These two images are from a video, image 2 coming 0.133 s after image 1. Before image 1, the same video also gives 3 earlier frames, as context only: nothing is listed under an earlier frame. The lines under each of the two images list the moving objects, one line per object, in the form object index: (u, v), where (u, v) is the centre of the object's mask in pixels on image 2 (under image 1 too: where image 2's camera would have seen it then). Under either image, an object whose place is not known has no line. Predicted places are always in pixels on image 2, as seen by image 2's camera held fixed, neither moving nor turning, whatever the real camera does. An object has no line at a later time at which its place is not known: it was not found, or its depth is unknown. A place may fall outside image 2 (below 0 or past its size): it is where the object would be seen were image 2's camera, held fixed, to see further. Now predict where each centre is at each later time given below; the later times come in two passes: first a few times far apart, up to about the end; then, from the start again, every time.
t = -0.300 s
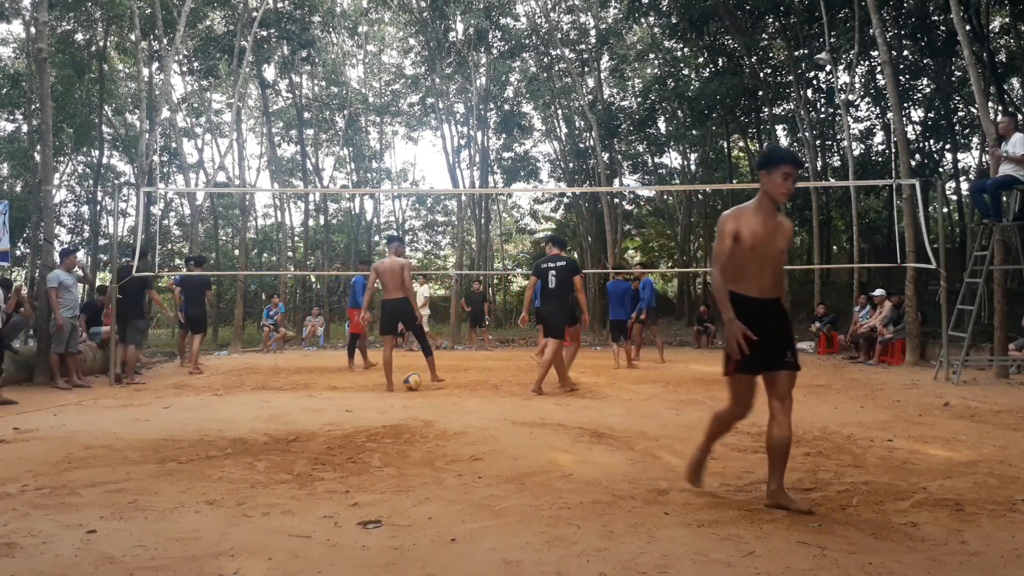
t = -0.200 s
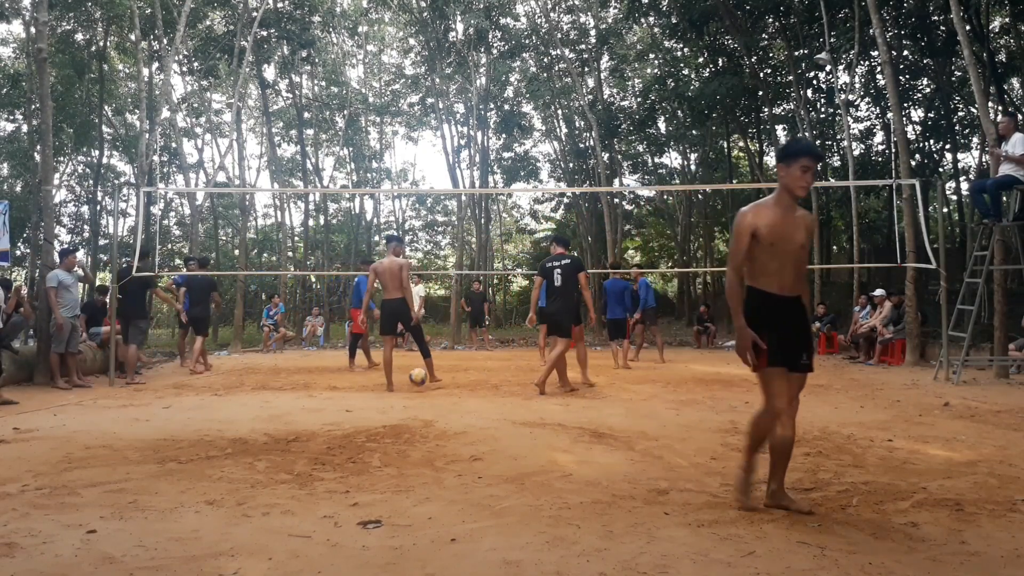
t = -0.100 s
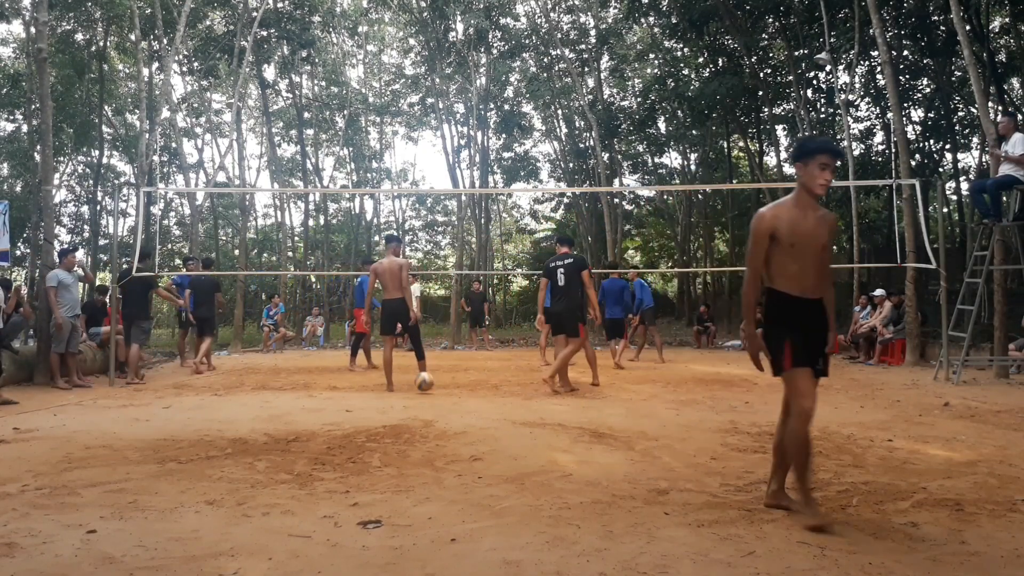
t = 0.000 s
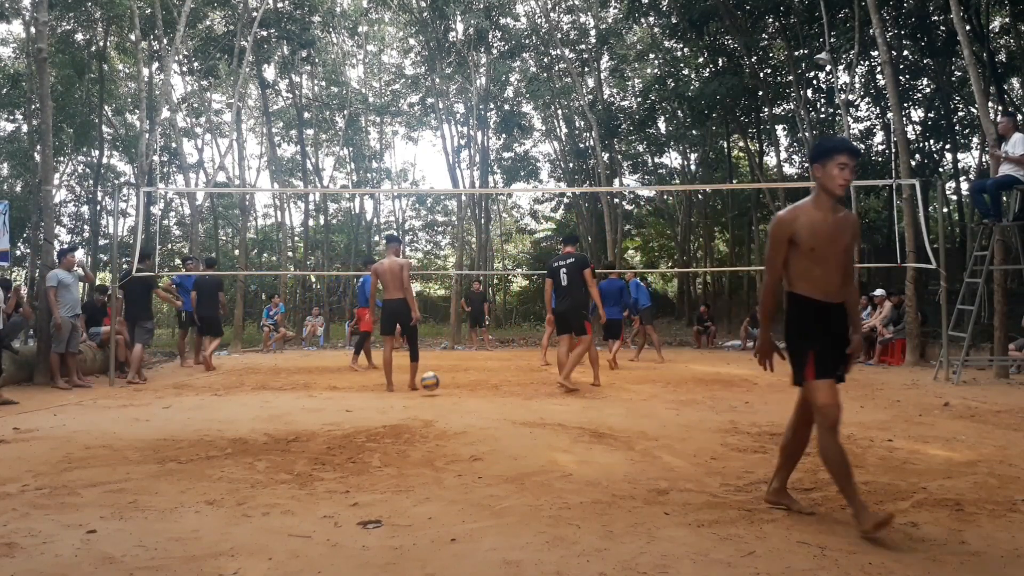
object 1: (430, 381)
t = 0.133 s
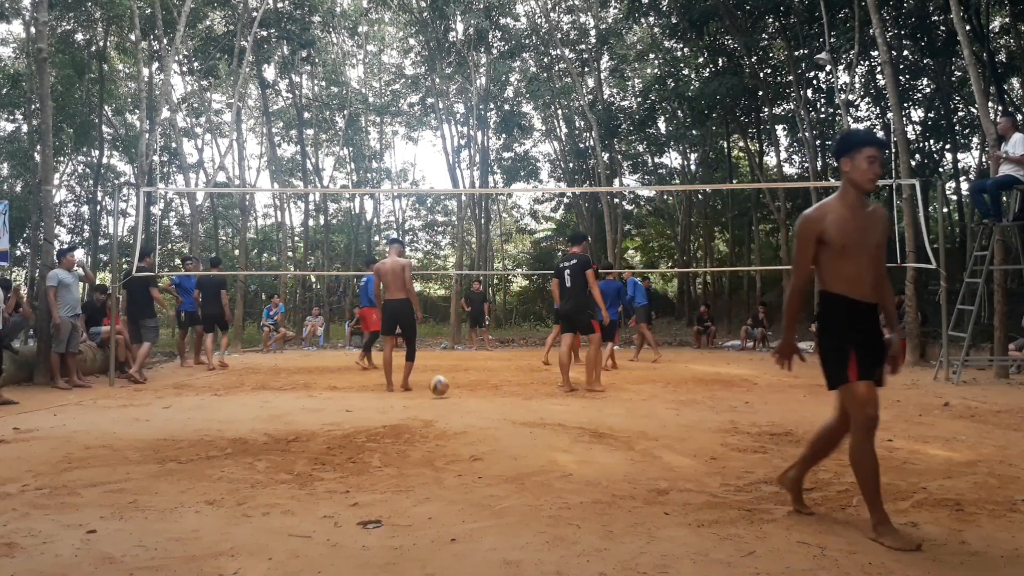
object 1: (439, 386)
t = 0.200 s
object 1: (443, 387)
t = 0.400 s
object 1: (457, 391)
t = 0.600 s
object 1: (470, 396)
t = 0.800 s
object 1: (483, 398)
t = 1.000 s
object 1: (498, 404)
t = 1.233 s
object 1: (516, 413)
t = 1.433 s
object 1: (532, 419)
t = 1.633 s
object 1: (548, 426)
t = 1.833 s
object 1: (565, 435)
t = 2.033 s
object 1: (585, 445)
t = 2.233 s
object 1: (607, 455)
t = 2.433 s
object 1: (631, 466)
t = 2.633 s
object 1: (657, 475)
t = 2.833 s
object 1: (684, 491)
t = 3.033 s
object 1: (715, 506)
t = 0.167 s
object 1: (441, 389)
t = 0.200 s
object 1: (443, 387)
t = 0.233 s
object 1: (445, 385)
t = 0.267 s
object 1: (447, 385)
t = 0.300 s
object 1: (450, 386)
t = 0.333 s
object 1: (452, 388)
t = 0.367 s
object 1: (454, 391)
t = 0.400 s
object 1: (457, 391)
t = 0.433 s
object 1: (459, 390)
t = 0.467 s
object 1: (461, 389)
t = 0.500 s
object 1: (463, 390)
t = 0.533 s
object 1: (465, 392)
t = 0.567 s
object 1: (468, 394)
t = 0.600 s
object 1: (470, 396)
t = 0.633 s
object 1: (472, 394)
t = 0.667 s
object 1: (475, 394)
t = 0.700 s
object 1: (477, 396)
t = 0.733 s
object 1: (479, 399)
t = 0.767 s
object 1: (481, 399)
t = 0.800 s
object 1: (483, 398)
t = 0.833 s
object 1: (486, 399)
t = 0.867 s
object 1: (488, 401)
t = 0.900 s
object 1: (490, 403)
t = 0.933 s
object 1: (493, 402)
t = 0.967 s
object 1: (495, 403)
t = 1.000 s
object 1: (498, 404)
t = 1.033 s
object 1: (500, 407)
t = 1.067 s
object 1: (503, 407)
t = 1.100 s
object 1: (505, 409)
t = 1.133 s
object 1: (508, 410)
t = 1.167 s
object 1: (511, 411)
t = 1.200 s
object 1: (514, 412)
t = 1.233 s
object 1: (516, 413)
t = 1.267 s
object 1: (518, 414)
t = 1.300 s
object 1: (521, 415)
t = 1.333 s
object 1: (524, 415)
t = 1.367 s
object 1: (526, 417)
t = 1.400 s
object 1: (529, 417)
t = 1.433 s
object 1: (532, 419)
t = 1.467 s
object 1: (534, 420)
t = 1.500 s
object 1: (537, 421)
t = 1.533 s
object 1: (539, 422)
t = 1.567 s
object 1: (542, 424)
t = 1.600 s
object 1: (544, 425)
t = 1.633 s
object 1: (548, 426)
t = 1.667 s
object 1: (551, 427)
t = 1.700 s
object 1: (553, 429)
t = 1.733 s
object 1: (556, 429)
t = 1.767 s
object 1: (559, 431)
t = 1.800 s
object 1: (562, 434)
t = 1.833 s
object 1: (565, 435)
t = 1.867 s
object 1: (568, 437)
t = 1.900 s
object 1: (572, 438)
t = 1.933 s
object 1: (575, 440)
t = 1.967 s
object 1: (579, 442)
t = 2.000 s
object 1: (582, 444)
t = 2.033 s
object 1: (585, 445)
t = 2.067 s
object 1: (589, 446)
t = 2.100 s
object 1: (592, 448)
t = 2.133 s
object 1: (596, 450)
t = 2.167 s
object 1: (600, 451)
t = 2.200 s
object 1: (603, 454)
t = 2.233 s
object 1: (607, 455)
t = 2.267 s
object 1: (611, 456)
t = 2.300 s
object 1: (615, 458)
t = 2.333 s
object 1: (619, 459)
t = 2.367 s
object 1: (622, 461)
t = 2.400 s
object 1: (627, 464)
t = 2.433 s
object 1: (631, 466)
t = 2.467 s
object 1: (635, 468)
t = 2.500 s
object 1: (639, 469)
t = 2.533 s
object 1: (644, 471)
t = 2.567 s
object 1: (648, 473)
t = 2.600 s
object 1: (652, 475)
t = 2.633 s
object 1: (657, 475)
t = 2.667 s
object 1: (661, 478)
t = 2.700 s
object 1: (665, 481)
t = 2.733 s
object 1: (670, 483)
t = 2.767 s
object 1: (674, 486)
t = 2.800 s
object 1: (679, 488)
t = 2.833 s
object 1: (684, 491)
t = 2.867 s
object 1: (689, 494)
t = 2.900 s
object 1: (693, 496)
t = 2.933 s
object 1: (698, 498)
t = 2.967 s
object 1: (704, 502)
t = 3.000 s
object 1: (709, 503)
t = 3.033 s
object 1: (715, 506)
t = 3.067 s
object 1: (720, 509)
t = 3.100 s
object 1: (725, 512)
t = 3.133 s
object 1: (731, 515)
